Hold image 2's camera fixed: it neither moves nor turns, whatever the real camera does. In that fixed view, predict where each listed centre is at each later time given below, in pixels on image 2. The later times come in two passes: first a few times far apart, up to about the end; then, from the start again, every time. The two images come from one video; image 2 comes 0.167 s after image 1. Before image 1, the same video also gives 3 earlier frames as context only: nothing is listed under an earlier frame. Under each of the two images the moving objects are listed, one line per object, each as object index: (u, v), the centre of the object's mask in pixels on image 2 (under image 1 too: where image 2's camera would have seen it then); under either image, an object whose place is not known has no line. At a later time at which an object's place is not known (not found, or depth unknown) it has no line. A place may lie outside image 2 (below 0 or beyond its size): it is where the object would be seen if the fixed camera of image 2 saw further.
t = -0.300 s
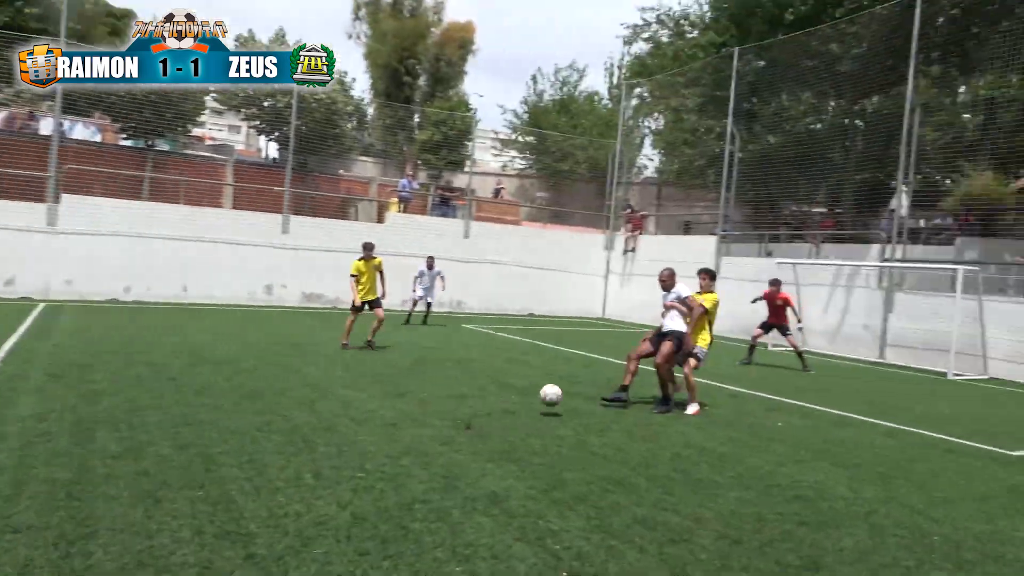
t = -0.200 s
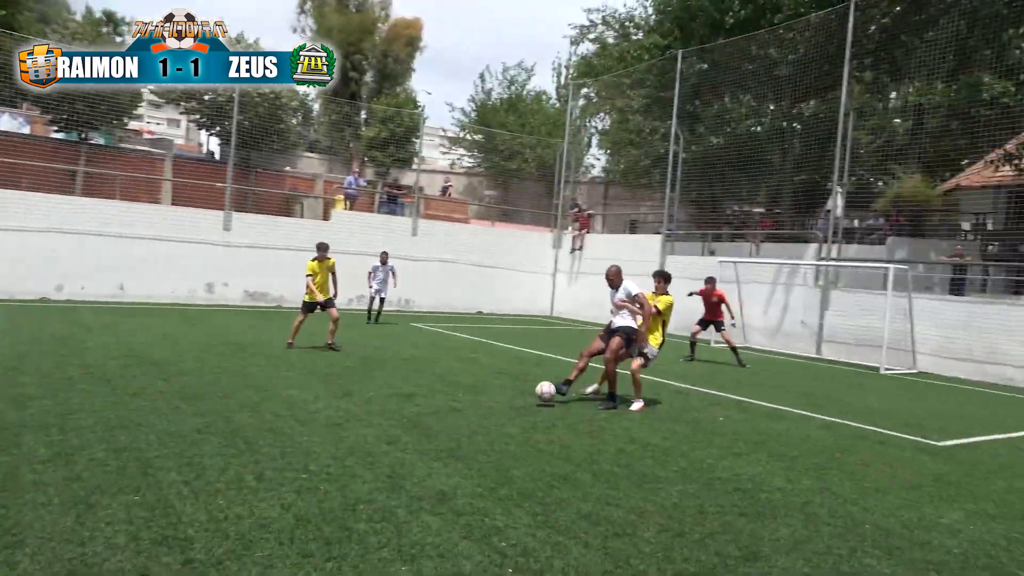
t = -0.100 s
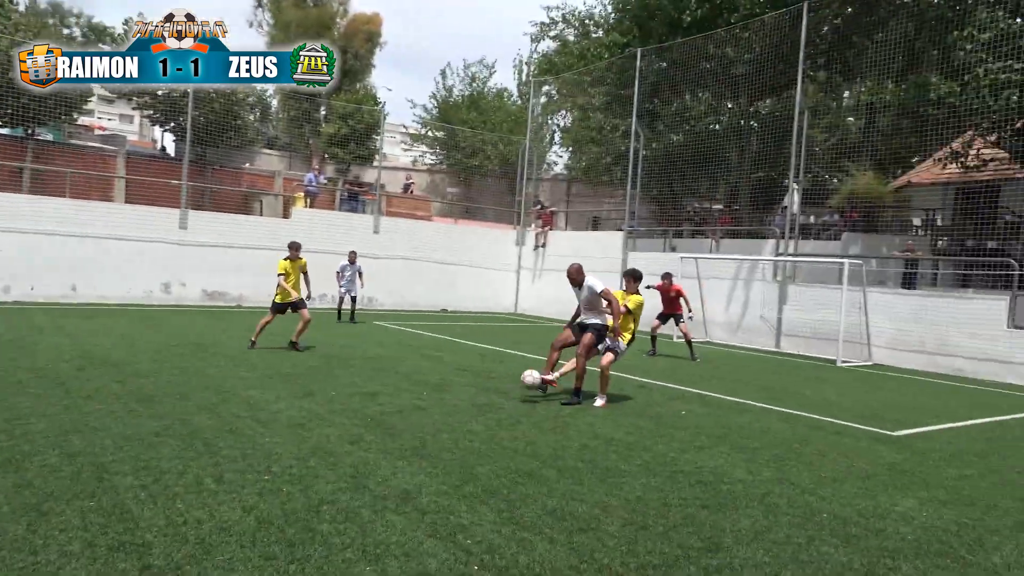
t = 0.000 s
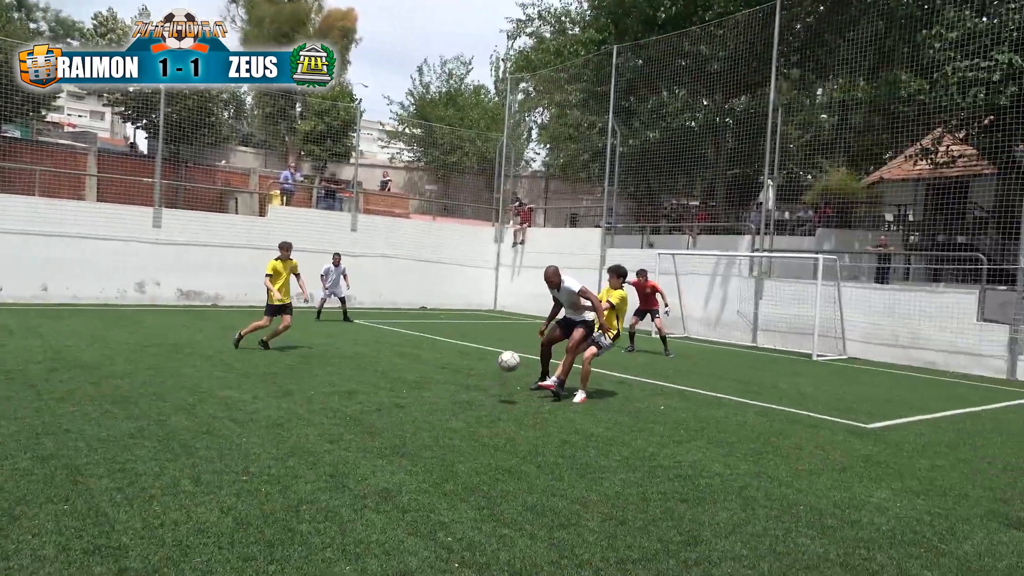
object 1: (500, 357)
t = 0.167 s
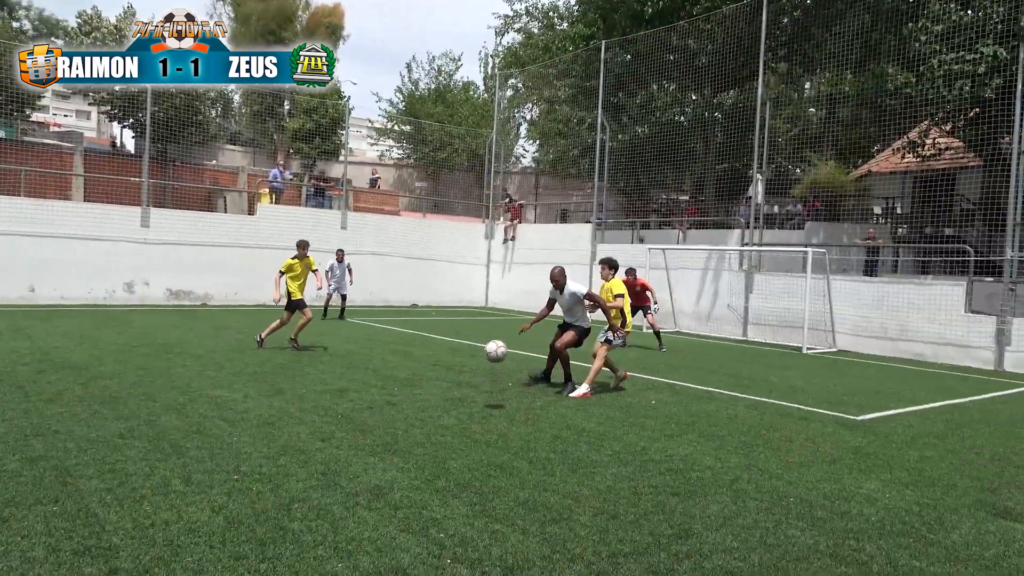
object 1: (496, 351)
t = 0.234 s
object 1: (493, 356)
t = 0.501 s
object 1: (479, 417)
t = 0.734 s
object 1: (464, 401)
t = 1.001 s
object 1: (442, 435)
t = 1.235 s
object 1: (420, 458)
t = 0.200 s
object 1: (494, 353)
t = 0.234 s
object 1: (493, 356)
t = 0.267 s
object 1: (492, 361)
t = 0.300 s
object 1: (490, 367)
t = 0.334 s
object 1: (488, 374)
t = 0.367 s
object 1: (486, 383)
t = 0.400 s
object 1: (484, 394)
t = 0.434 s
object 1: (483, 406)
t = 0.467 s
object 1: (480, 421)
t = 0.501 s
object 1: (479, 417)
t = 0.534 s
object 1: (477, 410)
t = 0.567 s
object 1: (475, 406)
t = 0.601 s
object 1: (473, 402)
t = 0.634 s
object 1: (471, 400)
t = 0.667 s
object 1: (468, 399)
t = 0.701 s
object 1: (466, 399)
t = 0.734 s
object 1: (464, 401)
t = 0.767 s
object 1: (462, 405)
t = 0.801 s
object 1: (459, 410)
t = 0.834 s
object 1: (456, 416)
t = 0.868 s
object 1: (453, 425)
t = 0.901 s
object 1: (450, 434)
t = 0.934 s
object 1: (448, 440)
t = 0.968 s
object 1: (445, 436)
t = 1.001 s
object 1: (442, 435)
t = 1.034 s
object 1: (439, 435)
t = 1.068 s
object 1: (436, 437)
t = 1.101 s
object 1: (433, 440)
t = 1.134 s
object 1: (430, 445)
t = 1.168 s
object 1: (427, 453)
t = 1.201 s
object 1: (423, 460)
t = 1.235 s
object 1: (420, 458)
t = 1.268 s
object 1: (417, 459)
